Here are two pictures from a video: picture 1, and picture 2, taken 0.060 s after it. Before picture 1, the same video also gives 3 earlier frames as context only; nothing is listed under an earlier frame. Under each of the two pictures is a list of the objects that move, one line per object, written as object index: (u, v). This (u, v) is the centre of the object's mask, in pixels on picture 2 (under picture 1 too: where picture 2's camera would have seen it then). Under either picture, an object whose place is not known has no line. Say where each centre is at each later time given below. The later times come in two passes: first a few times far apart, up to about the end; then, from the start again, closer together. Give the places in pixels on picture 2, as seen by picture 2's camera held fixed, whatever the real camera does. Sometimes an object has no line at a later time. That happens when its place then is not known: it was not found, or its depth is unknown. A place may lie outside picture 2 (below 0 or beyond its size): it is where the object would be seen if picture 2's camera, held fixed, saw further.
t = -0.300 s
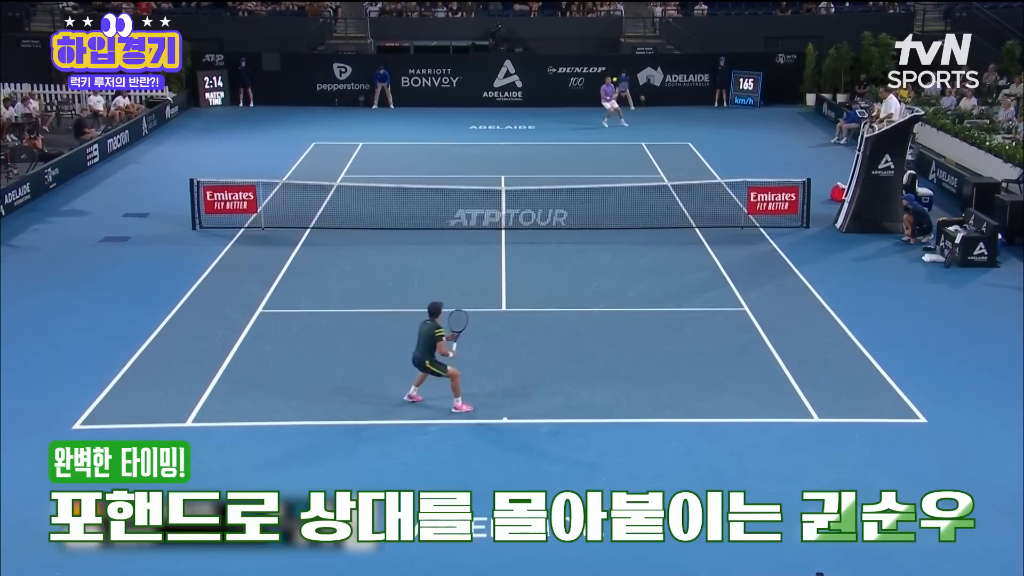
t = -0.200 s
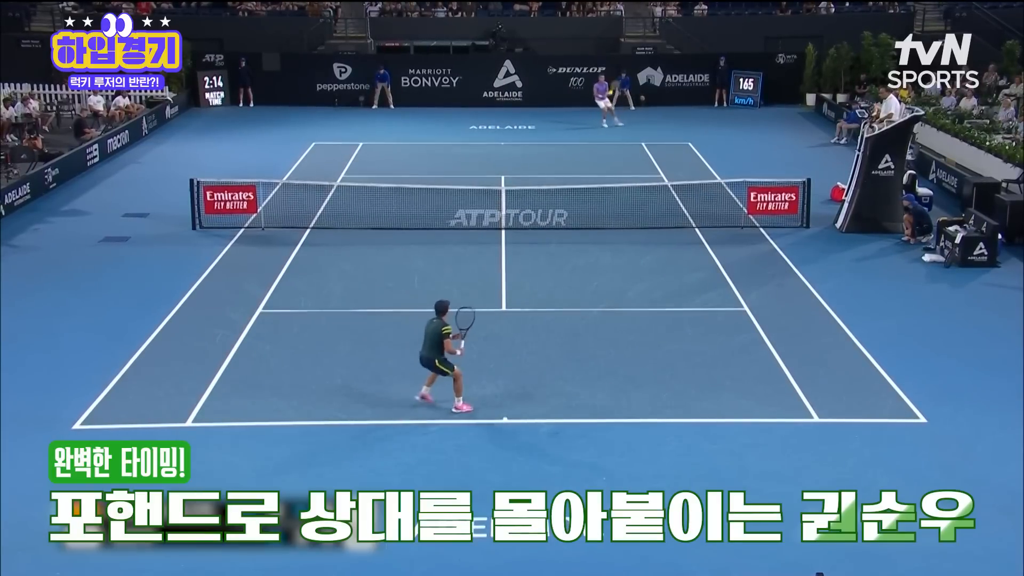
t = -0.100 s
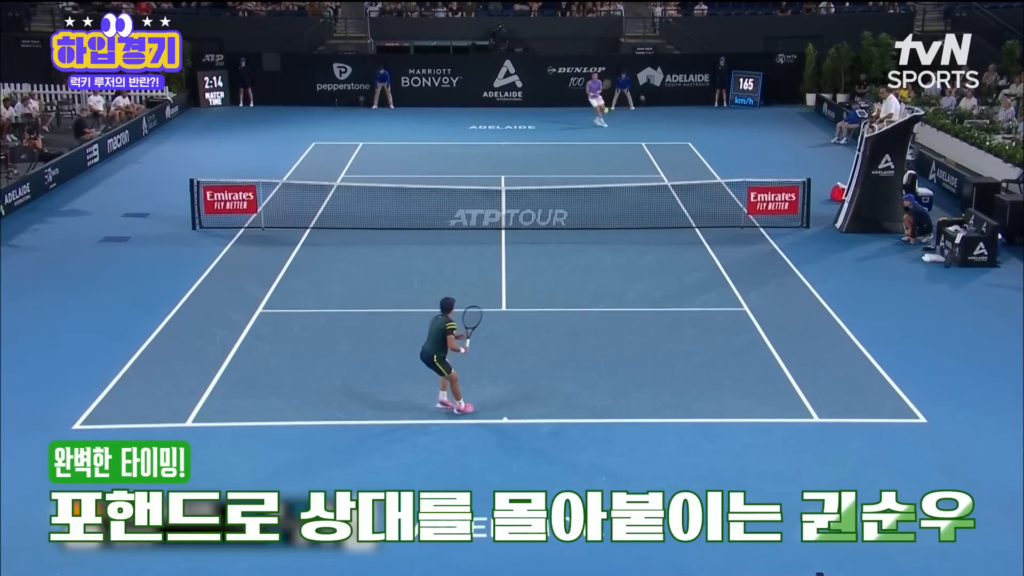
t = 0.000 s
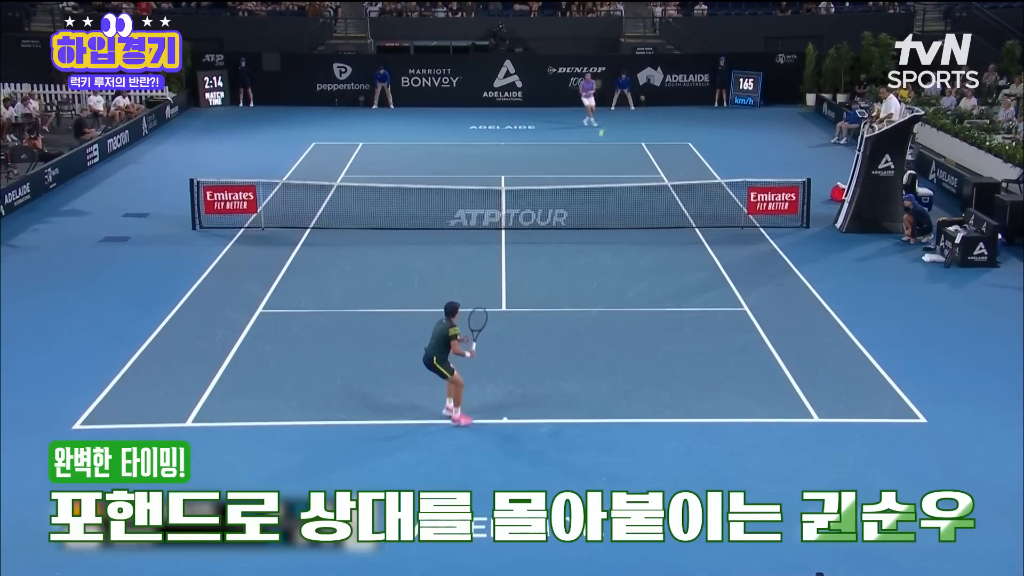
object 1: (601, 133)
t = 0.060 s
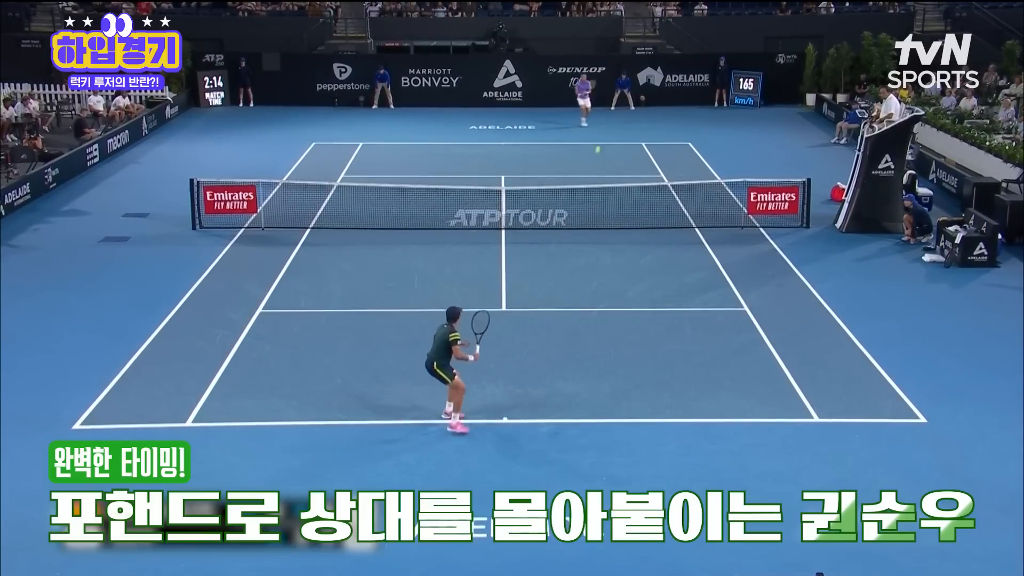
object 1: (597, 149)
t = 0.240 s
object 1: (586, 212)
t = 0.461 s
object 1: (567, 320)
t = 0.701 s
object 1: (549, 357)
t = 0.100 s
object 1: (595, 162)
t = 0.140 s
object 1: (592, 175)
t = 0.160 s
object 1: (591, 181)
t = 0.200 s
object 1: (588, 196)
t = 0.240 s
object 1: (586, 212)
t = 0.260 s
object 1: (584, 220)
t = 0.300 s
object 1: (581, 238)
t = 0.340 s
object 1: (578, 257)
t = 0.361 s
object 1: (576, 266)
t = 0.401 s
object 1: (573, 286)
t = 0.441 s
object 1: (569, 309)
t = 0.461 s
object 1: (567, 320)
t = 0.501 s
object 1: (564, 343)
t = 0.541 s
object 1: (559, 368)
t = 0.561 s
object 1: (557, 381)
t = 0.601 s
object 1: (555, 377)
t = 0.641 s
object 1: (553, 369)
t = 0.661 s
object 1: (552, 364)
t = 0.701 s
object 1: (549, 357)
